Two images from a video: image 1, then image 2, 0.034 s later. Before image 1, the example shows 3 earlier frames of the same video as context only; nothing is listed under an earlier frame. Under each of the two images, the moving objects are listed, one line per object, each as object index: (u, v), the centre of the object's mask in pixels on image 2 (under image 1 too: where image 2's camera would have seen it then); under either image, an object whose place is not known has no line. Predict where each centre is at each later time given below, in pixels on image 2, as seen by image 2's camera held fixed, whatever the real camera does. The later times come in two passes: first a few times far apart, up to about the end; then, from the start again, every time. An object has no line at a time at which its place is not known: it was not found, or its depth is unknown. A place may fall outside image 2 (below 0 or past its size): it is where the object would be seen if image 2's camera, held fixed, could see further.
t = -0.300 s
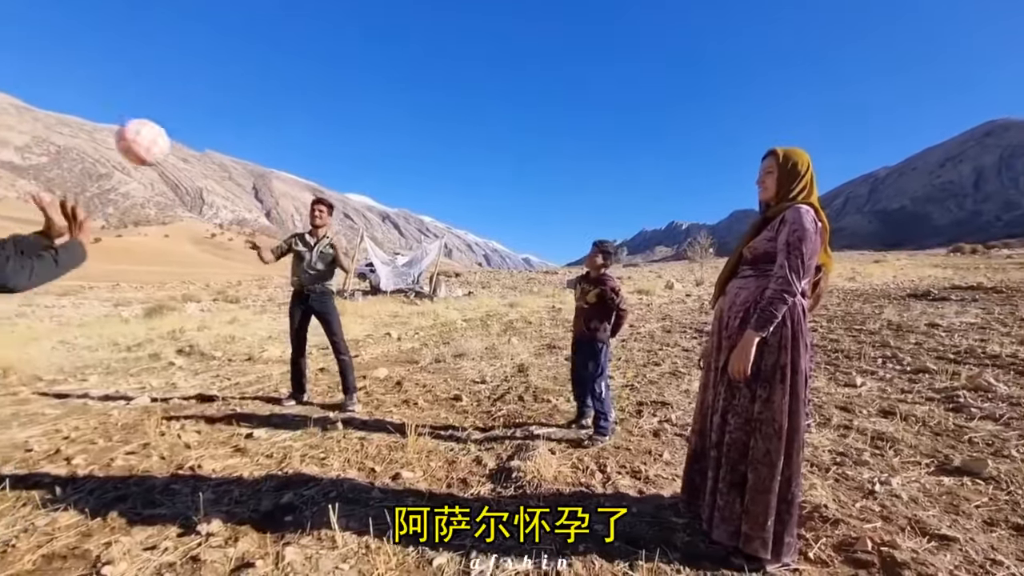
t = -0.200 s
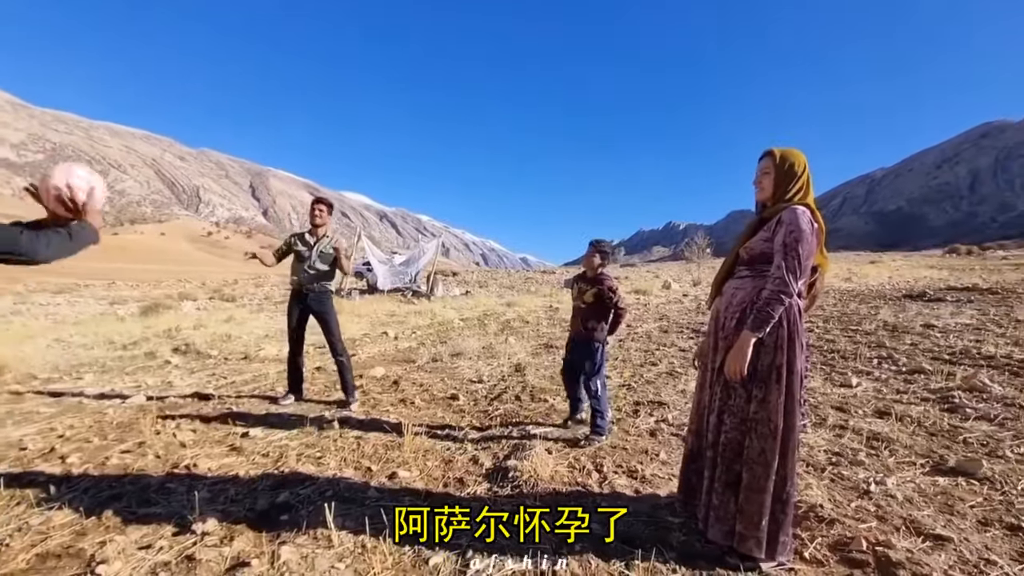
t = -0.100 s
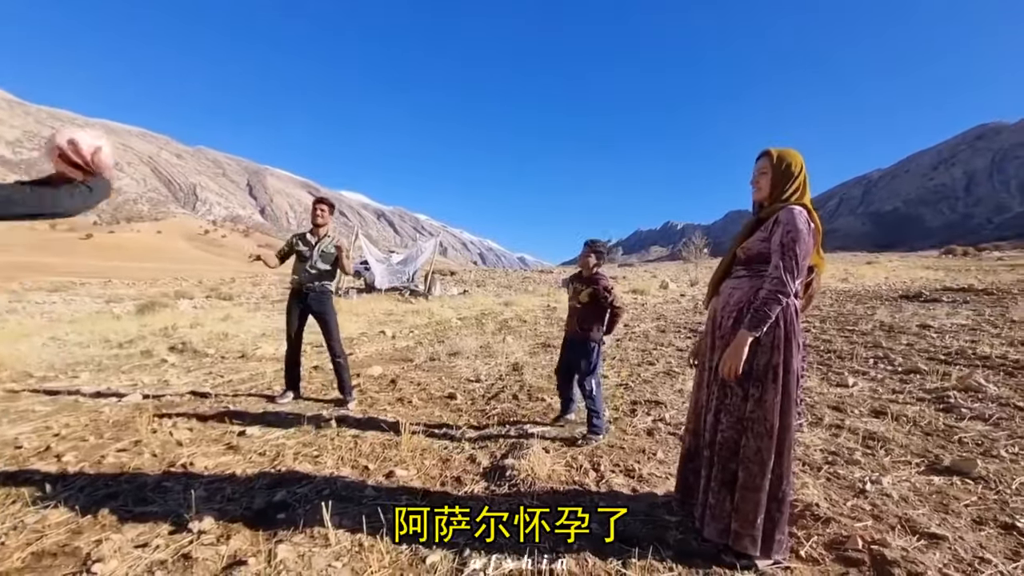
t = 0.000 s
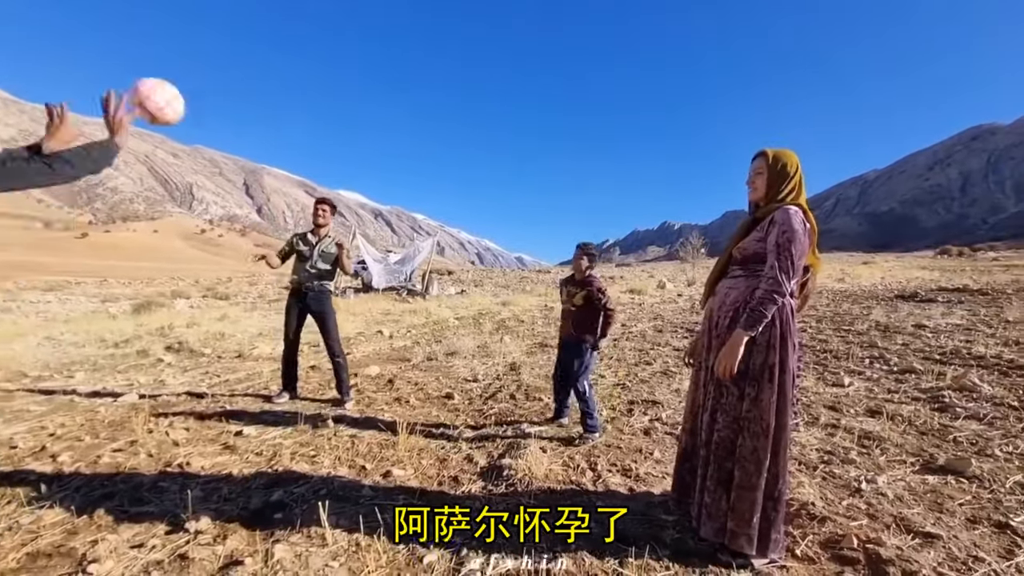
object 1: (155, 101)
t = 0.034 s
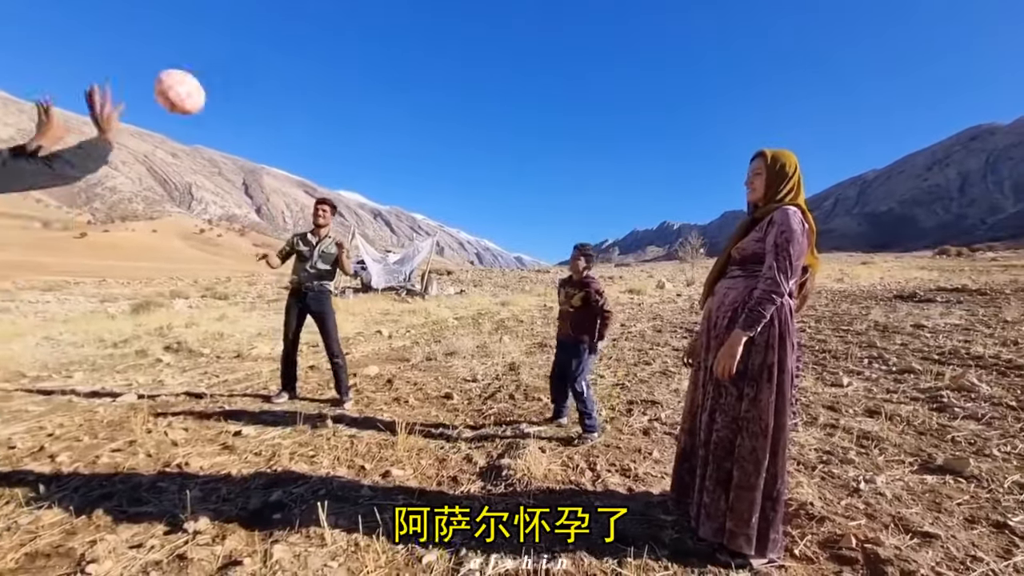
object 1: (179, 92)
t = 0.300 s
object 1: (297, 99)
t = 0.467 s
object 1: (341, 149)
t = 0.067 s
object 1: (200, 85)
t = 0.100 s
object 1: (218, 81)
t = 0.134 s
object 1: (235, 80)
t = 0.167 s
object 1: (250, 80)
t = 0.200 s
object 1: (263, 83)
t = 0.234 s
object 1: (275, 87)
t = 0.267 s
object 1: (287, 92)
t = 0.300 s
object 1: (297, 99)
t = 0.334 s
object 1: (307, 107)
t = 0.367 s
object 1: (317, 116)
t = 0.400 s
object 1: (326, 126)
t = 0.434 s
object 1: (334, 137)
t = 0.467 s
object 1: (341, 149)
